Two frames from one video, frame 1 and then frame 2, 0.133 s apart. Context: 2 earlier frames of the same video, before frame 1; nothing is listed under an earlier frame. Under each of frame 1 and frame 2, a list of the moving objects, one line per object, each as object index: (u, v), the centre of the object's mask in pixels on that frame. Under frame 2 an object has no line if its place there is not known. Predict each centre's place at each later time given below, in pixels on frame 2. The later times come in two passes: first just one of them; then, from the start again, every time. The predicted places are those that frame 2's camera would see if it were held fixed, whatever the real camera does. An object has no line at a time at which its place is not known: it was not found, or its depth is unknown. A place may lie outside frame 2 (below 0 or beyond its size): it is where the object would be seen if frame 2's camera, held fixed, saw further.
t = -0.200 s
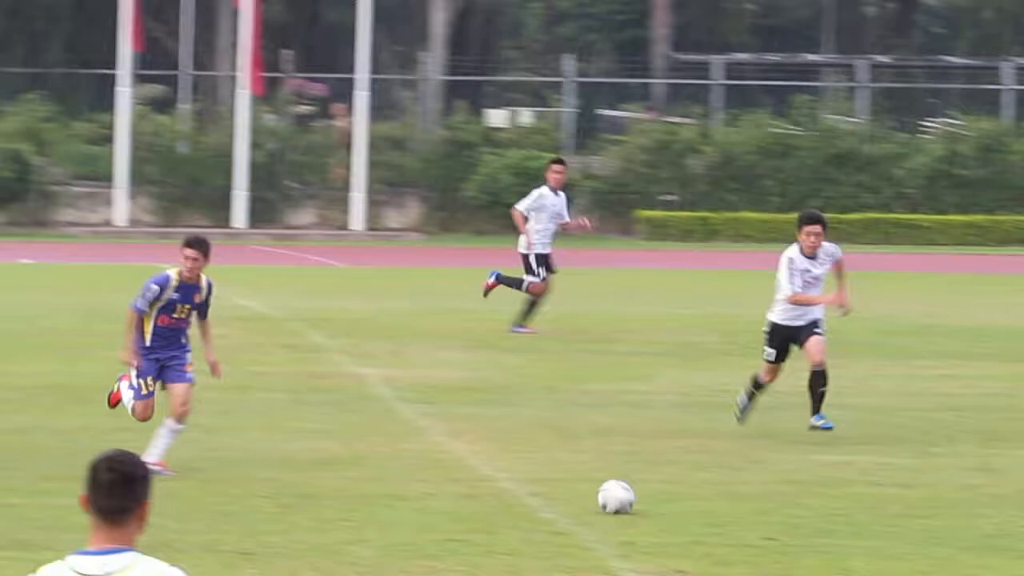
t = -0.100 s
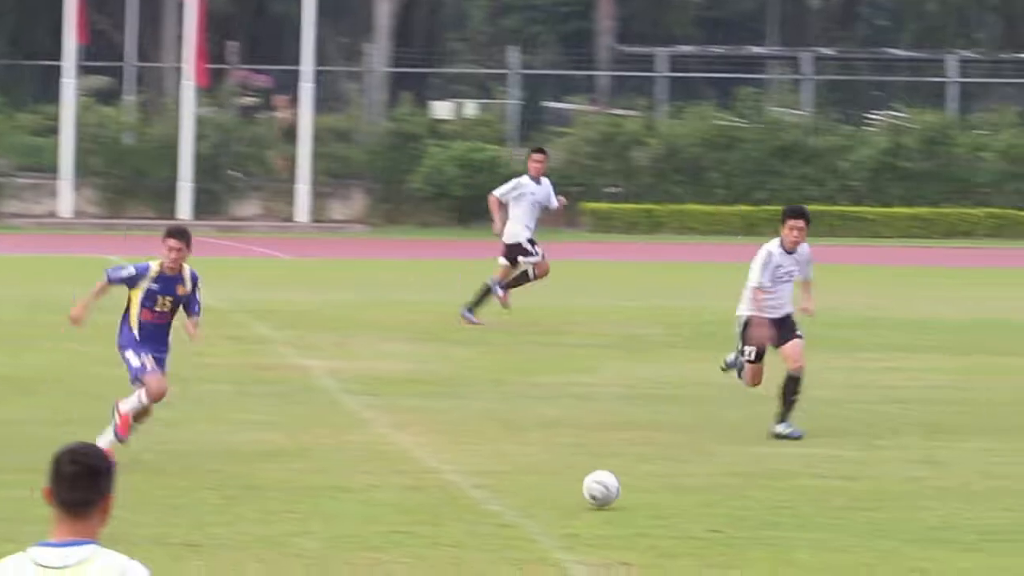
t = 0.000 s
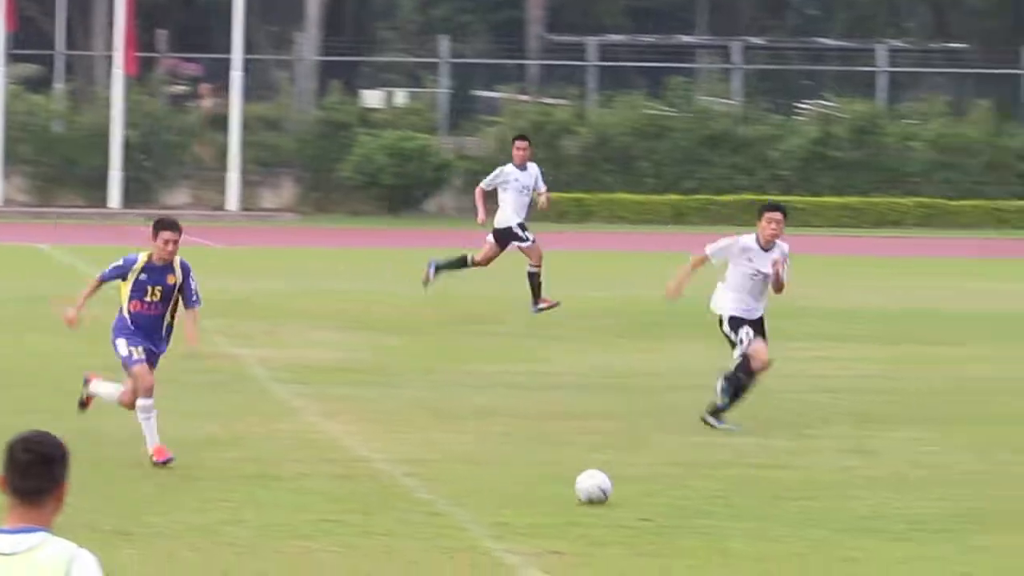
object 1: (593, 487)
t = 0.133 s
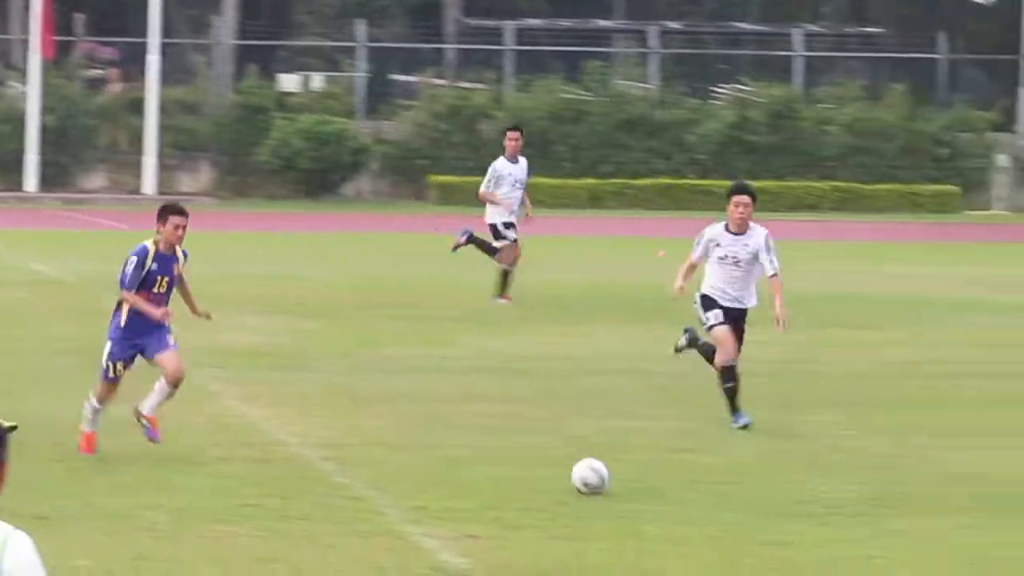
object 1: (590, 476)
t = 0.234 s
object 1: (648, 482)
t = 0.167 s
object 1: (609, 479)
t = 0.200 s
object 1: (629, 481)
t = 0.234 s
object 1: (648, 482)
